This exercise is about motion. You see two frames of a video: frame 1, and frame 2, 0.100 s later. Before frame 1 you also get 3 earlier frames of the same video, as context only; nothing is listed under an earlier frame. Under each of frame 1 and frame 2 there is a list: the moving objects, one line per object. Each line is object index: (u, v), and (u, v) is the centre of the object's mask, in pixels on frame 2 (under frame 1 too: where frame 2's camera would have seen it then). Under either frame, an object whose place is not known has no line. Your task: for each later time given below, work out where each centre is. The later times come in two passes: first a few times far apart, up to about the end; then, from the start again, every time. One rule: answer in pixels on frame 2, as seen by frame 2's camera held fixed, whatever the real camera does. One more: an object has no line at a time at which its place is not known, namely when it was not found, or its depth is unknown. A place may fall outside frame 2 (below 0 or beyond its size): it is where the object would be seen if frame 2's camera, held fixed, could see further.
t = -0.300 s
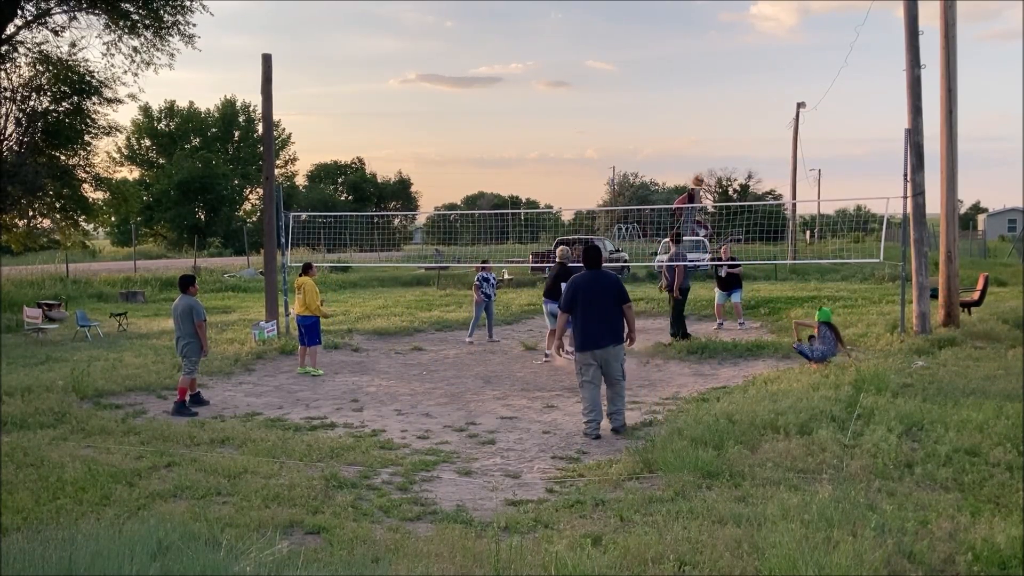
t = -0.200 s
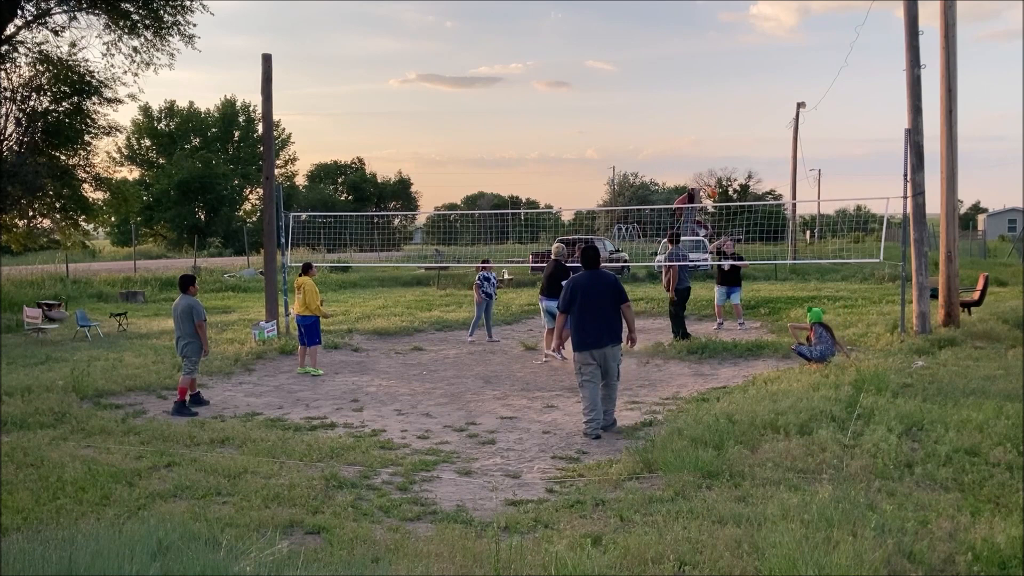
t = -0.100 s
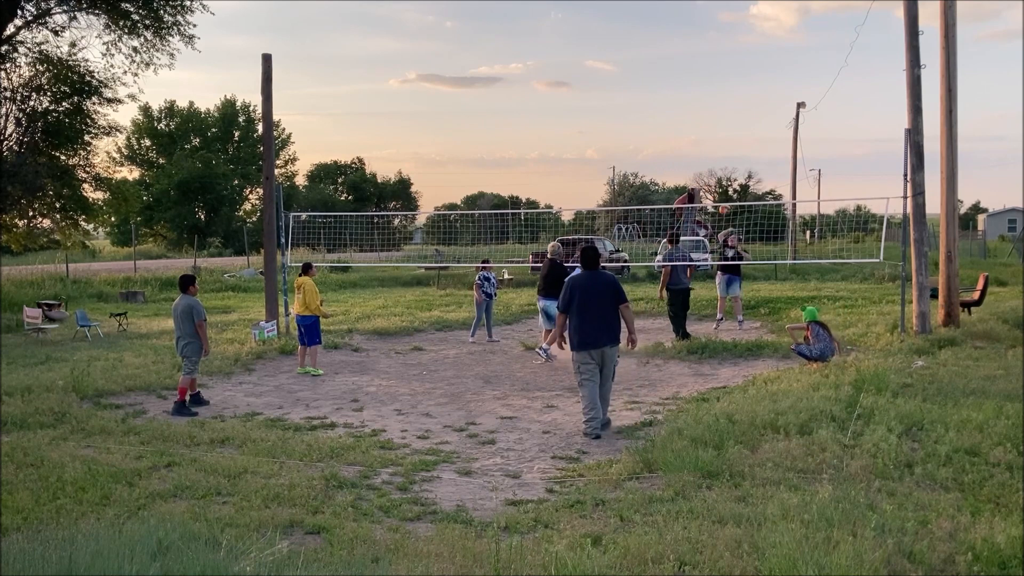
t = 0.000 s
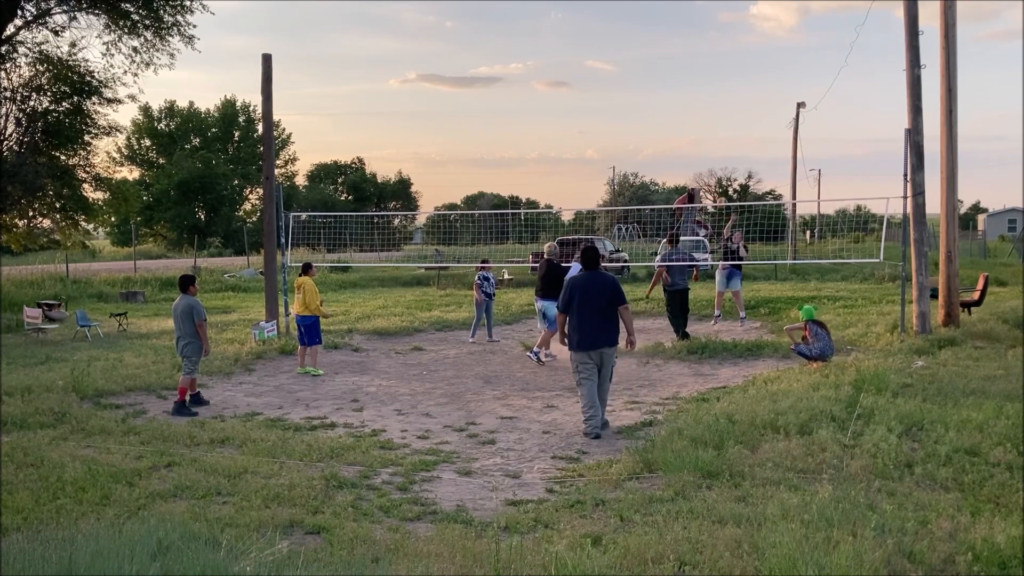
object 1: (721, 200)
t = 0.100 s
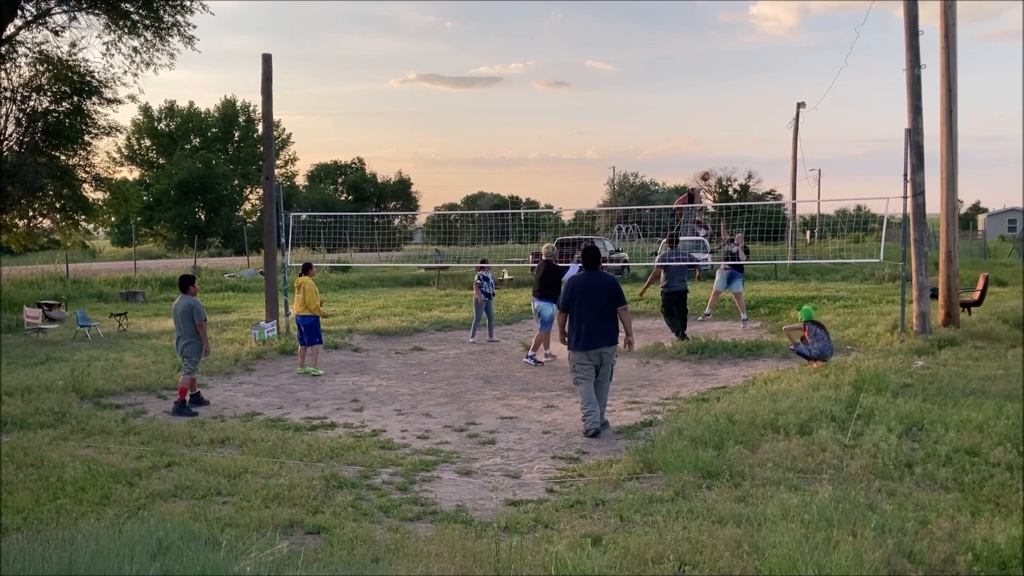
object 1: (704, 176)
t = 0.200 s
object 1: (687, 154)
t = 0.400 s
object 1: (651, 124)
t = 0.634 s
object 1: (607, 115)
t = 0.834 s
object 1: (570, 131)
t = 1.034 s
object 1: (533, 169)
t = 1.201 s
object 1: (502, 217)
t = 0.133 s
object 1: (699, 168)
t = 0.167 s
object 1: (693, 161)
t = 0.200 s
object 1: (687, 154)
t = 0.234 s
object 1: (681, 147)
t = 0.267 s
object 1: (675, 142)
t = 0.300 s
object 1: (669, 136)
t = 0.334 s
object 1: (663, 132)
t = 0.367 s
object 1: (657, 128)
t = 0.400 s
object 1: (651, 124)
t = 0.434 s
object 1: (645, 121)
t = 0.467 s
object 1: (639, 119)
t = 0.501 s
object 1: (632, 117)
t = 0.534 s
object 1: (626, 116)
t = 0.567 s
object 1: (620, 115)
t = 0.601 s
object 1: (614, 115)
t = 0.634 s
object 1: (607, 115)
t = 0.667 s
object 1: (601, 116)
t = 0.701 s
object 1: (595, 118)
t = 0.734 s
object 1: (589, 121)
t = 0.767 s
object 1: (583, 124)
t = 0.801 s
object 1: (576, 127)
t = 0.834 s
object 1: (570, 131)
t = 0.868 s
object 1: (564, 136)
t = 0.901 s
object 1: (558, 142)
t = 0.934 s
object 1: (551, 147)
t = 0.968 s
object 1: (545, 154)
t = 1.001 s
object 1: (539, 161)
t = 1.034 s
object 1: (533, 169)
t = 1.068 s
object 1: (526, 178)
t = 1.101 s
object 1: (521, 187)
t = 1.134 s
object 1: (515, 195)
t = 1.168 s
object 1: (508, 205)
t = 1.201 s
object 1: (502, 217)
